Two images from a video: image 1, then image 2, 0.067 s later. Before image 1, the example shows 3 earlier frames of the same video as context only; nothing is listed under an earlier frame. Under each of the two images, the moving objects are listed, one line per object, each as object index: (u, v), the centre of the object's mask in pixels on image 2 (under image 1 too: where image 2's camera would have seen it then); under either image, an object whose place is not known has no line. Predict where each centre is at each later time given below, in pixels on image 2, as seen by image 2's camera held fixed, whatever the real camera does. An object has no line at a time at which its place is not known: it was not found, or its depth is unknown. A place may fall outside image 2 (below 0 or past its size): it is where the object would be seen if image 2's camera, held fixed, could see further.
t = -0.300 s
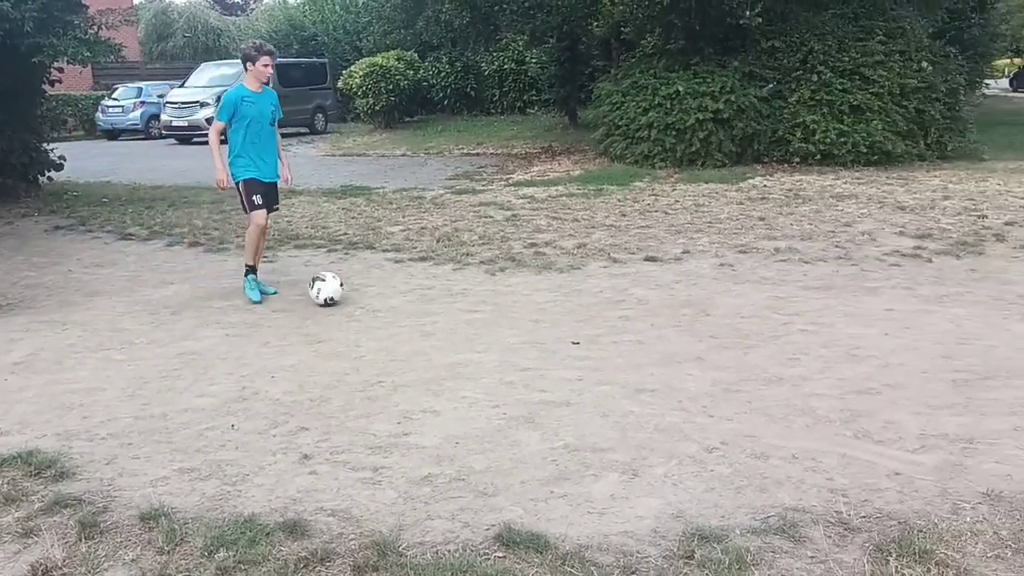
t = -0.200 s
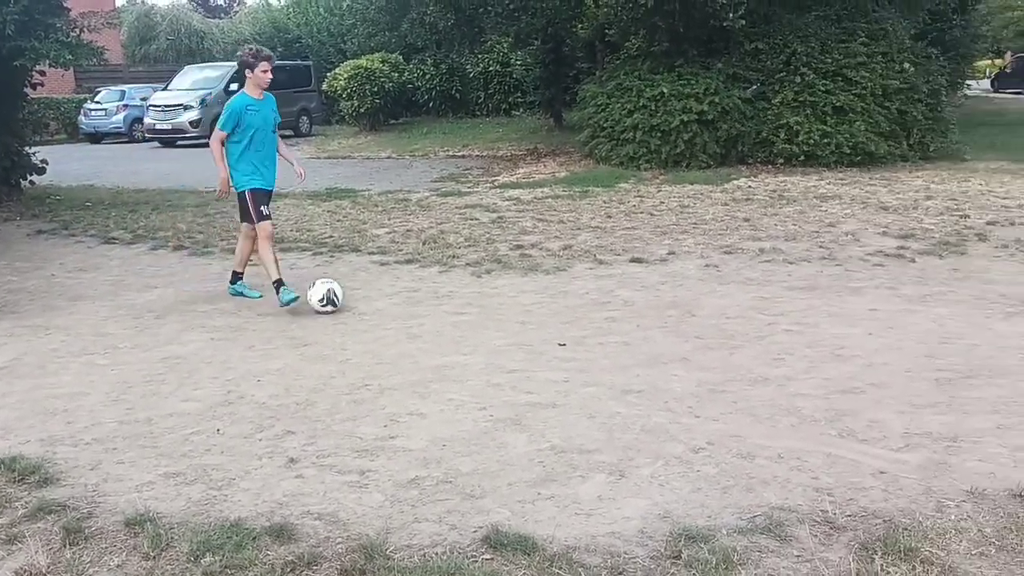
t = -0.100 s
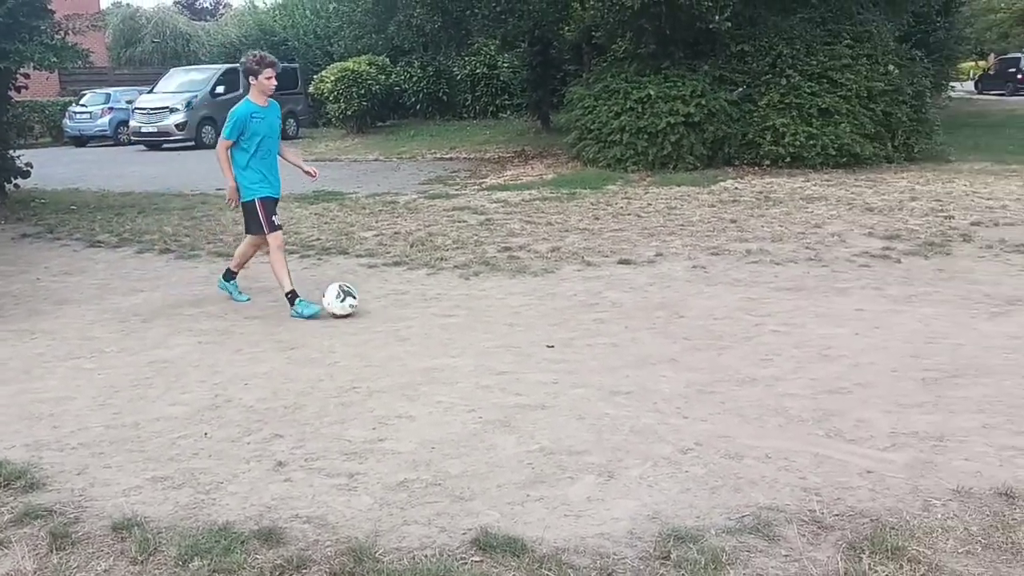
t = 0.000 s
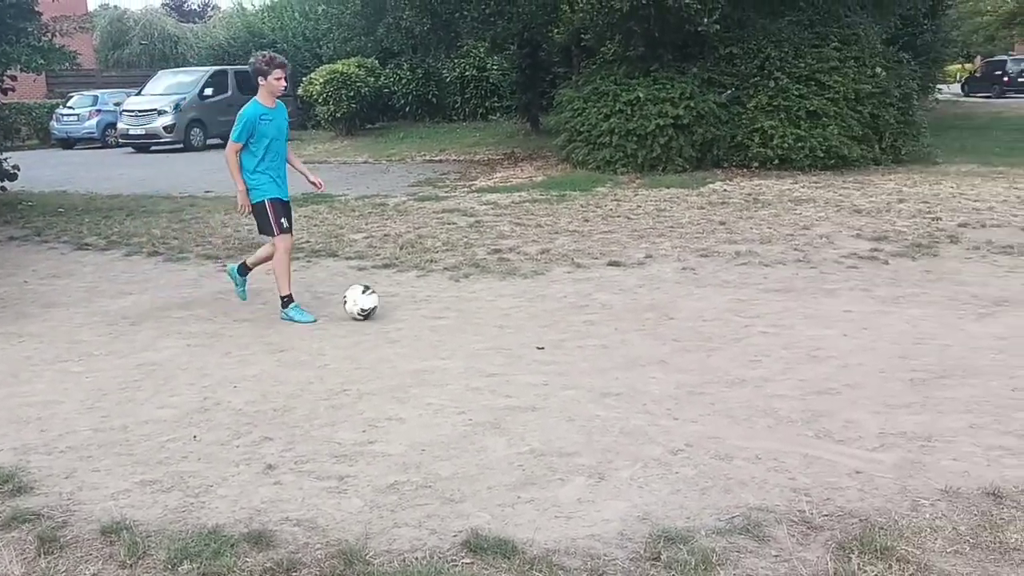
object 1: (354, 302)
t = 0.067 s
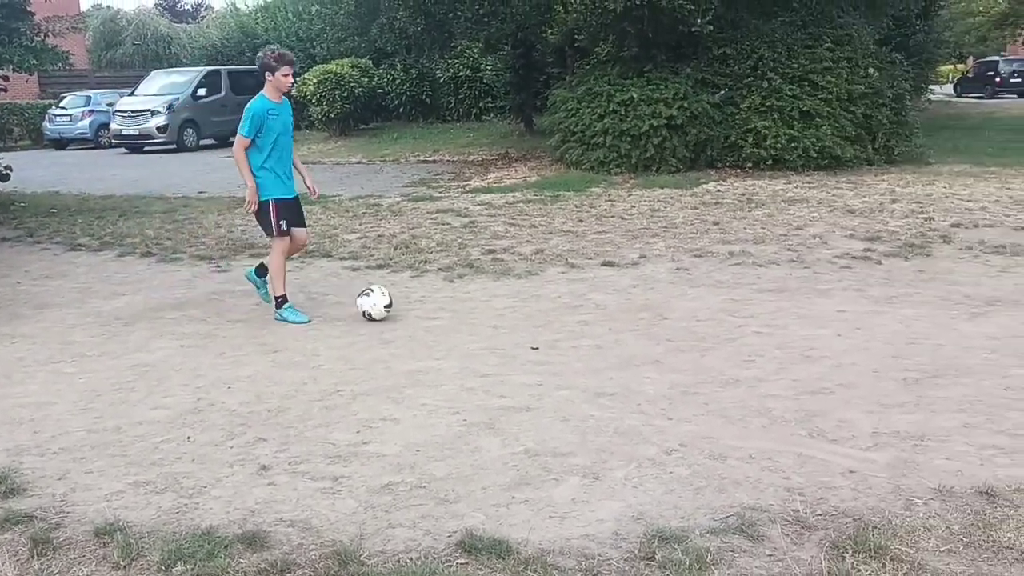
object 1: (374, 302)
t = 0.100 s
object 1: (384, 303)
